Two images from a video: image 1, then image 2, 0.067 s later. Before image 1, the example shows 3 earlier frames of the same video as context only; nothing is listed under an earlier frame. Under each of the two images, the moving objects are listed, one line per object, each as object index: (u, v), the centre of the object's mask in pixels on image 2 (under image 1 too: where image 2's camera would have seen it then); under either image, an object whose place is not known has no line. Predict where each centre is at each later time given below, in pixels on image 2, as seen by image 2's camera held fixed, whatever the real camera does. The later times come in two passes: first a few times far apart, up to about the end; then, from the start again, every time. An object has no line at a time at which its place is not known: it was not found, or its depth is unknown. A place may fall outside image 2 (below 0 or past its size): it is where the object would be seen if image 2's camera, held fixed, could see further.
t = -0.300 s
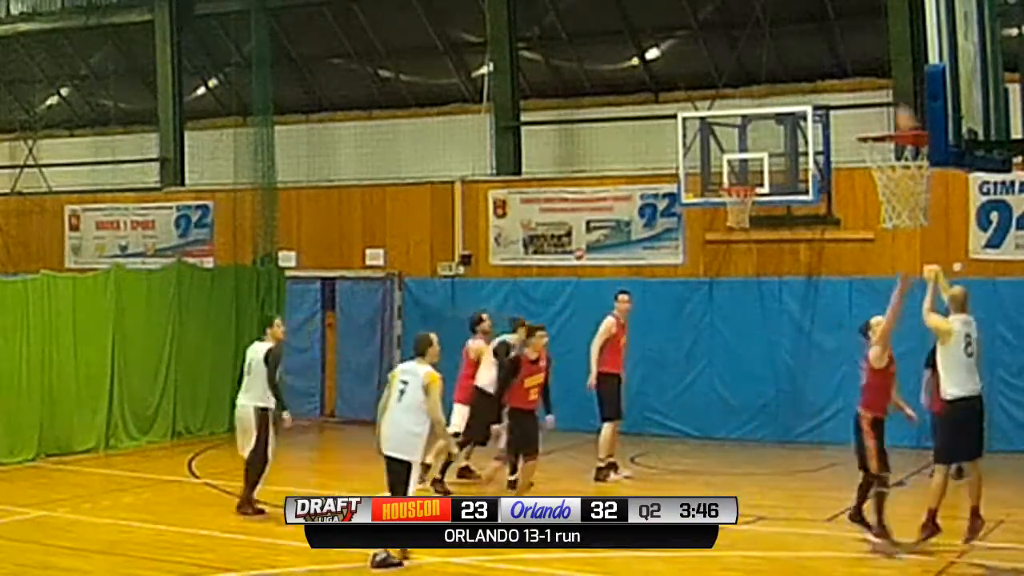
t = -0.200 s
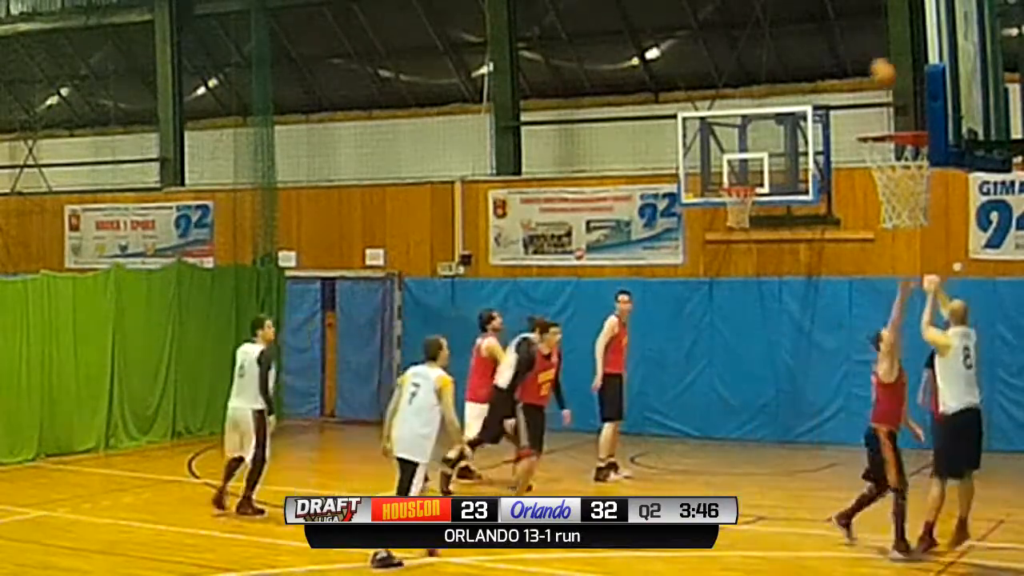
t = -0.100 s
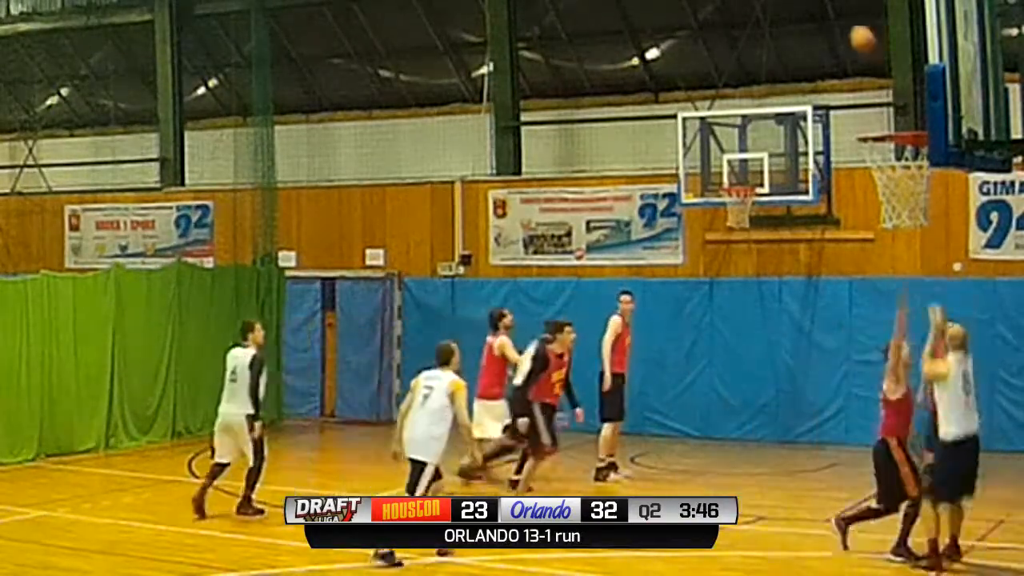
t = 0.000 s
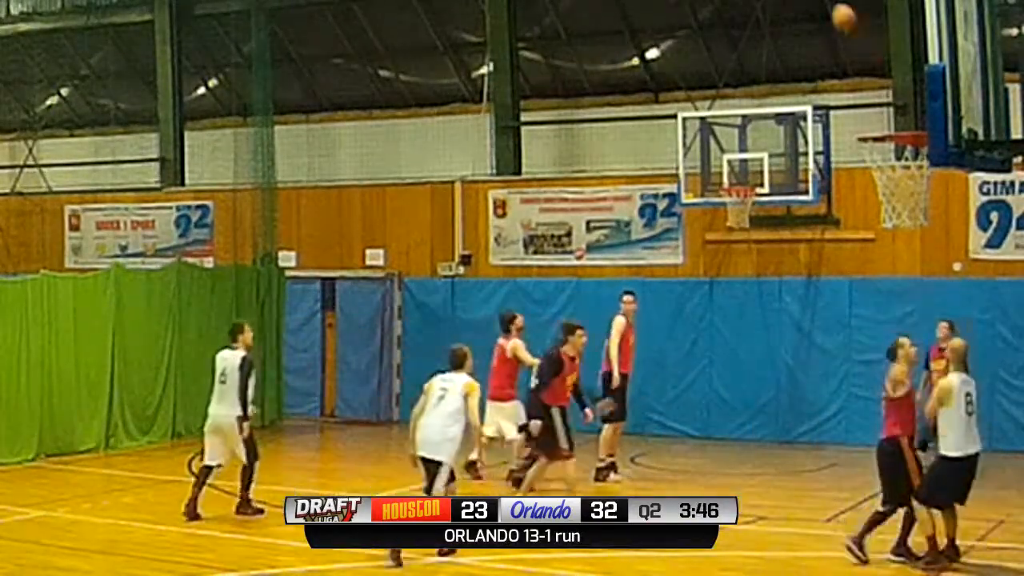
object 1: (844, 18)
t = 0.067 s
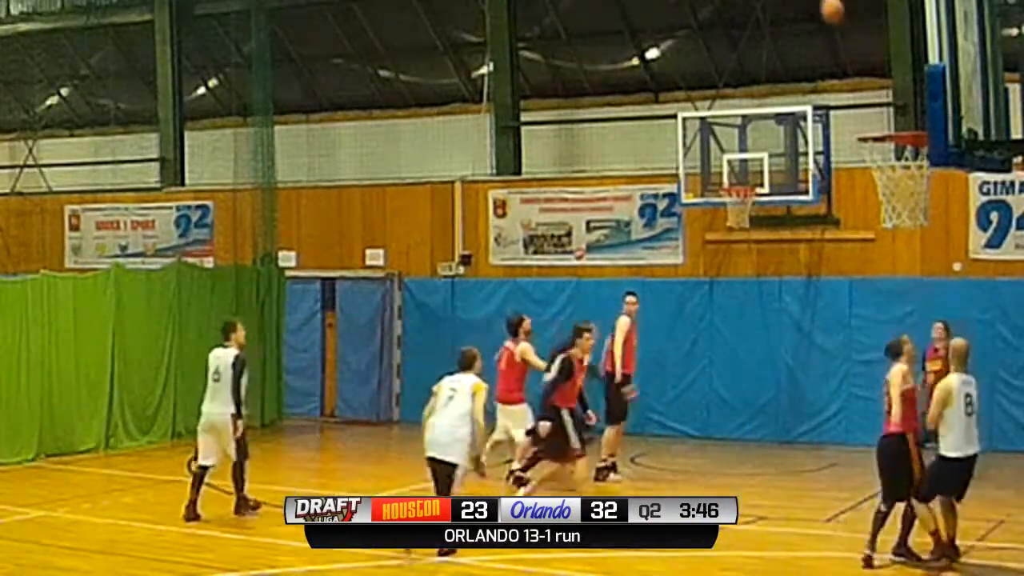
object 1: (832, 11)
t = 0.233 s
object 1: (806, 10)
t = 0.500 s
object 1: (770, 60)
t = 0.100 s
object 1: (826, 10)
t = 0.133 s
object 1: (821, 9)
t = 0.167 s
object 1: (816, 9)
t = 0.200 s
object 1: (811, 9)
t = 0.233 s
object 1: (806, 10)
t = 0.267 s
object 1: (800, 12)
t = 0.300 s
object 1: (796, 16)
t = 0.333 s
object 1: (791, 21)
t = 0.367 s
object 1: (787, 27)
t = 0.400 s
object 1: (782, 34)
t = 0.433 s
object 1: (778, 42)
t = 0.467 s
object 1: (774, 50)
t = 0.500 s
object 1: (770, 60)
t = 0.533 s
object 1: (766, 71)
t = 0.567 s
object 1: (762, 78)
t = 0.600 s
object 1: (760, 91)
